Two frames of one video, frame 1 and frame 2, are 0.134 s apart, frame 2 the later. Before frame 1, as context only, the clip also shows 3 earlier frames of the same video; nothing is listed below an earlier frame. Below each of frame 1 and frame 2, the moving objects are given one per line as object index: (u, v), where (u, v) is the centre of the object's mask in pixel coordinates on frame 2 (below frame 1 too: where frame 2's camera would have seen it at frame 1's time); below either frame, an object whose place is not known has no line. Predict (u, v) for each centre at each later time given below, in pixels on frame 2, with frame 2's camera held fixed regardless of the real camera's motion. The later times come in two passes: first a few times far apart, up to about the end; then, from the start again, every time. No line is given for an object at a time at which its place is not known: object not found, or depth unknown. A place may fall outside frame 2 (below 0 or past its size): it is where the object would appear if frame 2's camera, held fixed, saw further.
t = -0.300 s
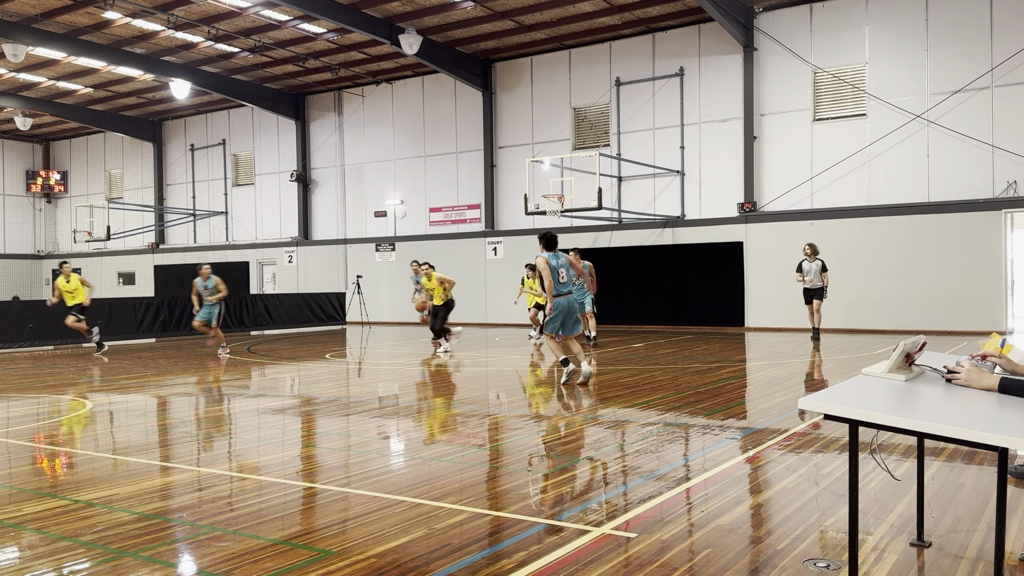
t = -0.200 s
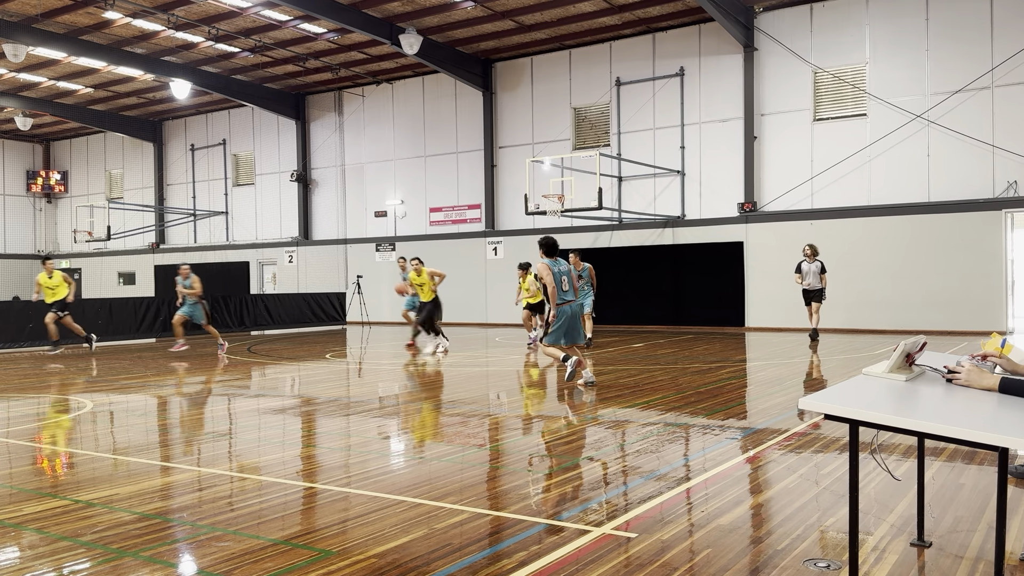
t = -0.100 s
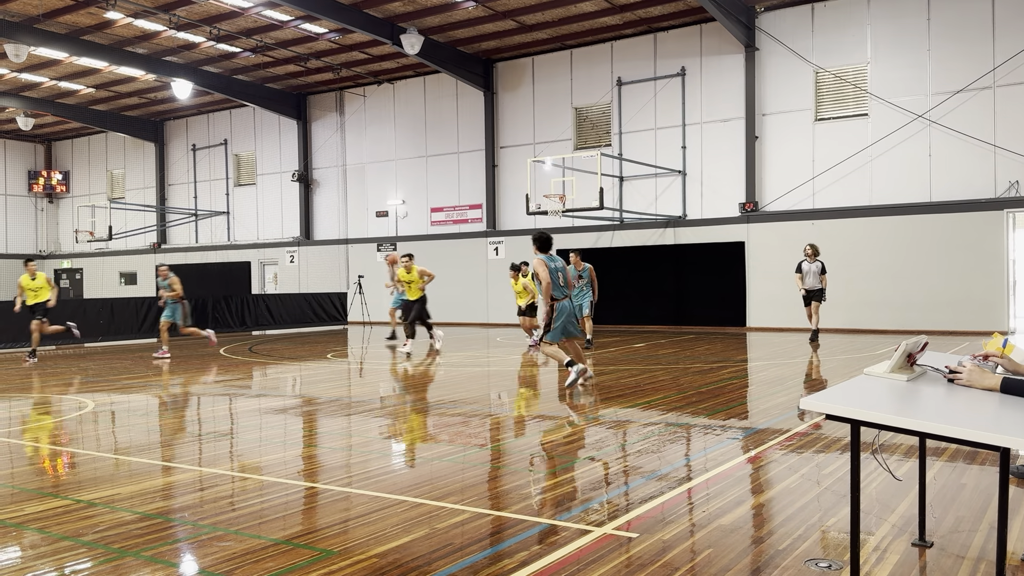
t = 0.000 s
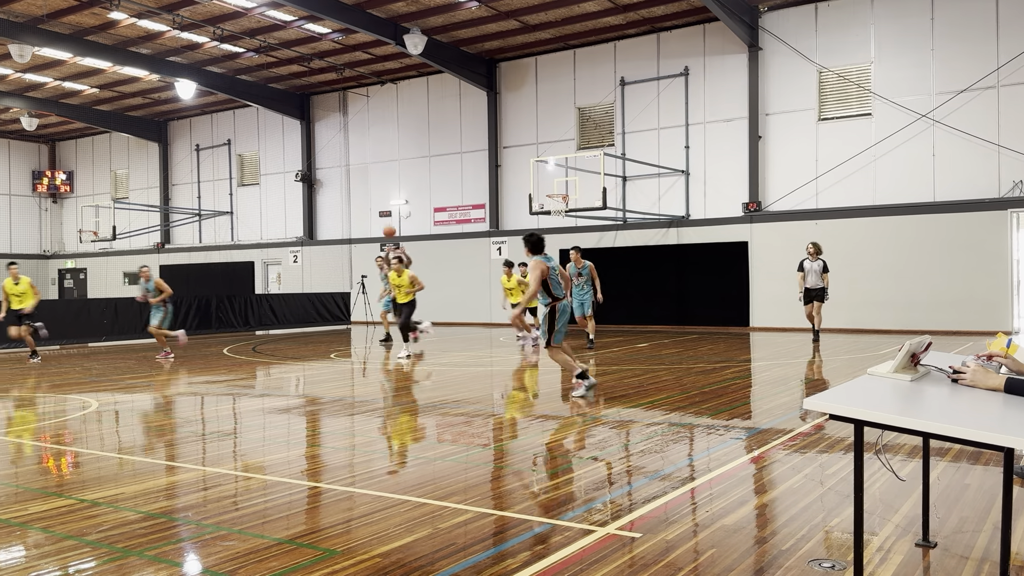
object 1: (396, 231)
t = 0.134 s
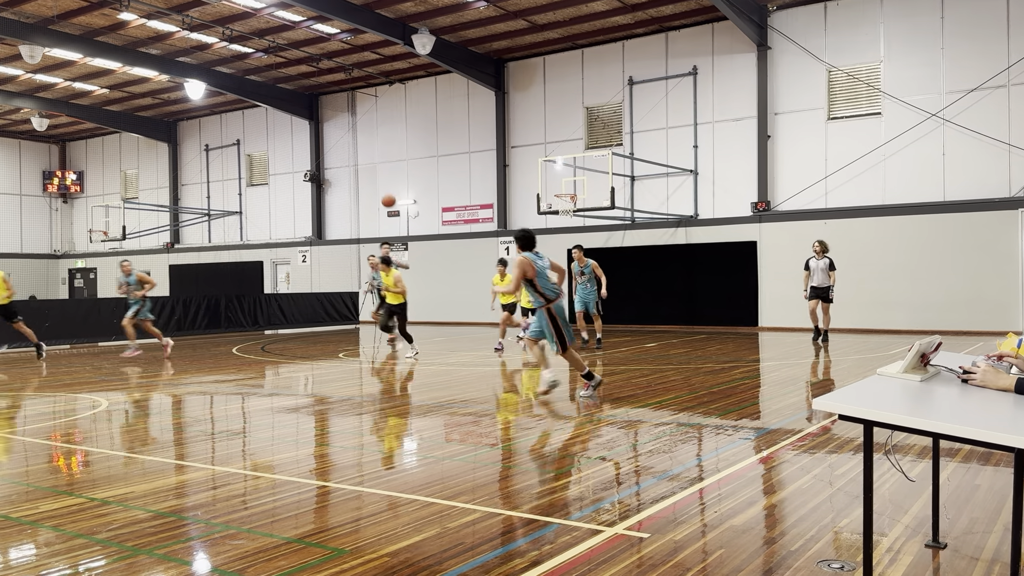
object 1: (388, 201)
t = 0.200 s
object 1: (384, 187)
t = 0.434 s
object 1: (366, 158)
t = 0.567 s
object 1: (353, 156)
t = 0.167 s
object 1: (386, 194)
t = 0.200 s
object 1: (384, 187)
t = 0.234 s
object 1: (381, 182)
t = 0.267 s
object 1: (379, 177)
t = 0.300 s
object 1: (377, 172)
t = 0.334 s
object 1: (374, 167)
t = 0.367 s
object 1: (372, 163)
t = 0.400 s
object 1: (369, 161)
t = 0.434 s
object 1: (366, 158)
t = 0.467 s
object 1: (363, 156)
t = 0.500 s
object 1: (360, 155)
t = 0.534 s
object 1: (356, 156)
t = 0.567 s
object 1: (353, 156)
